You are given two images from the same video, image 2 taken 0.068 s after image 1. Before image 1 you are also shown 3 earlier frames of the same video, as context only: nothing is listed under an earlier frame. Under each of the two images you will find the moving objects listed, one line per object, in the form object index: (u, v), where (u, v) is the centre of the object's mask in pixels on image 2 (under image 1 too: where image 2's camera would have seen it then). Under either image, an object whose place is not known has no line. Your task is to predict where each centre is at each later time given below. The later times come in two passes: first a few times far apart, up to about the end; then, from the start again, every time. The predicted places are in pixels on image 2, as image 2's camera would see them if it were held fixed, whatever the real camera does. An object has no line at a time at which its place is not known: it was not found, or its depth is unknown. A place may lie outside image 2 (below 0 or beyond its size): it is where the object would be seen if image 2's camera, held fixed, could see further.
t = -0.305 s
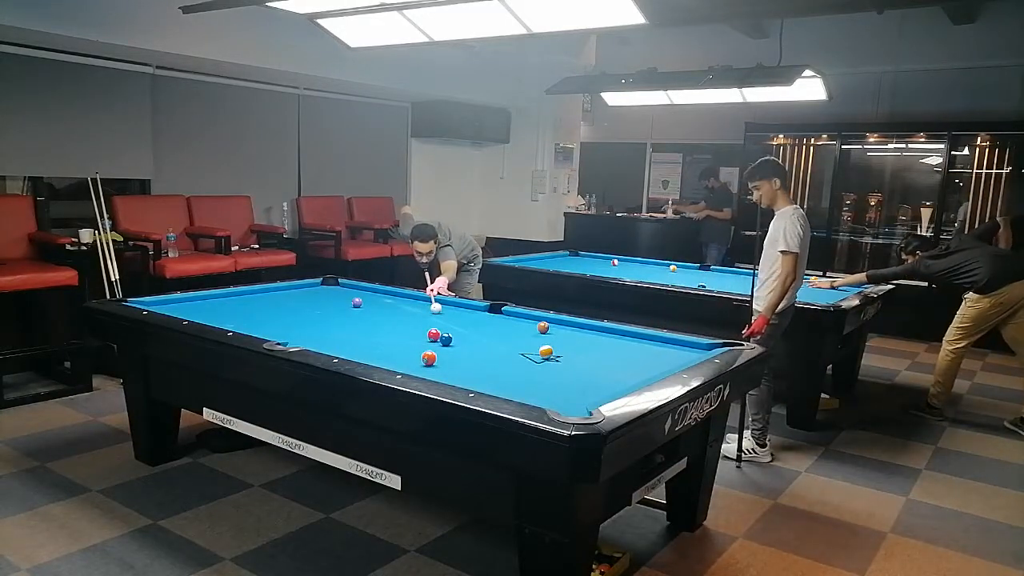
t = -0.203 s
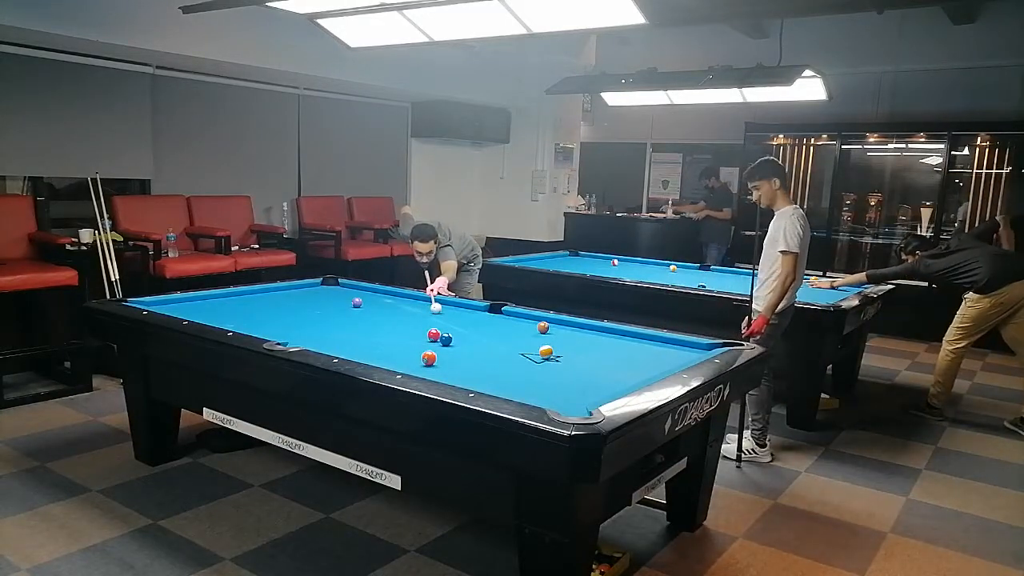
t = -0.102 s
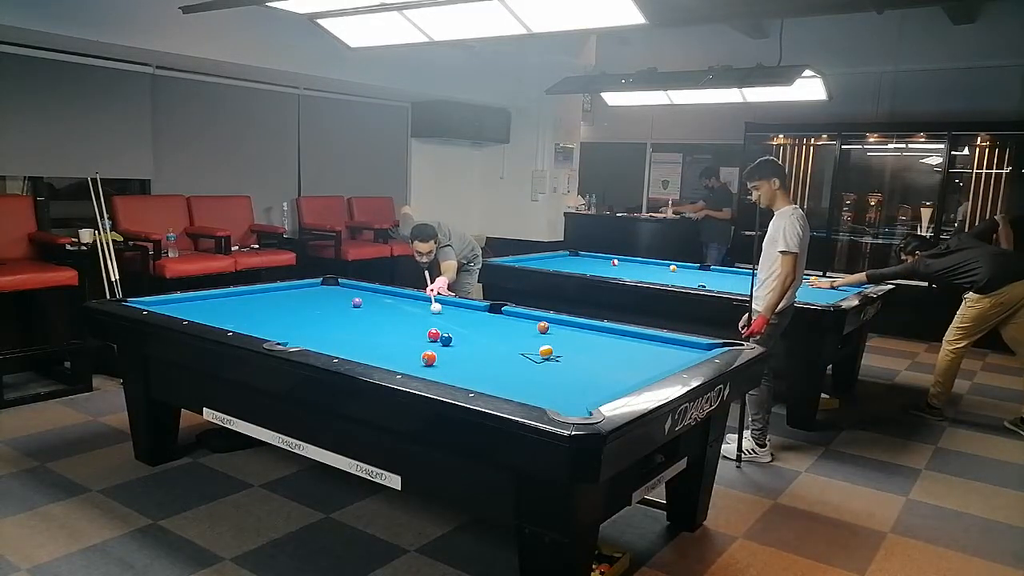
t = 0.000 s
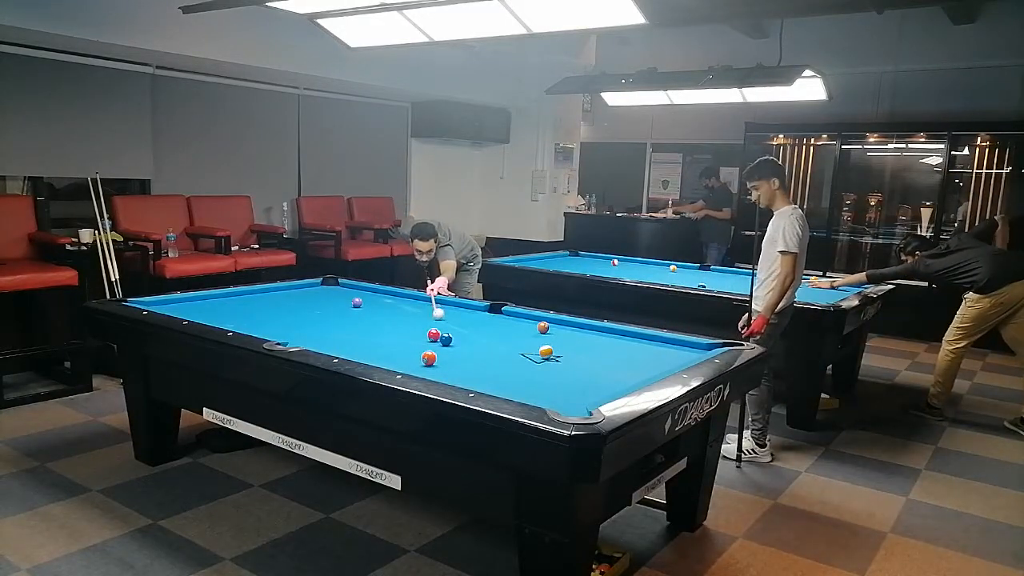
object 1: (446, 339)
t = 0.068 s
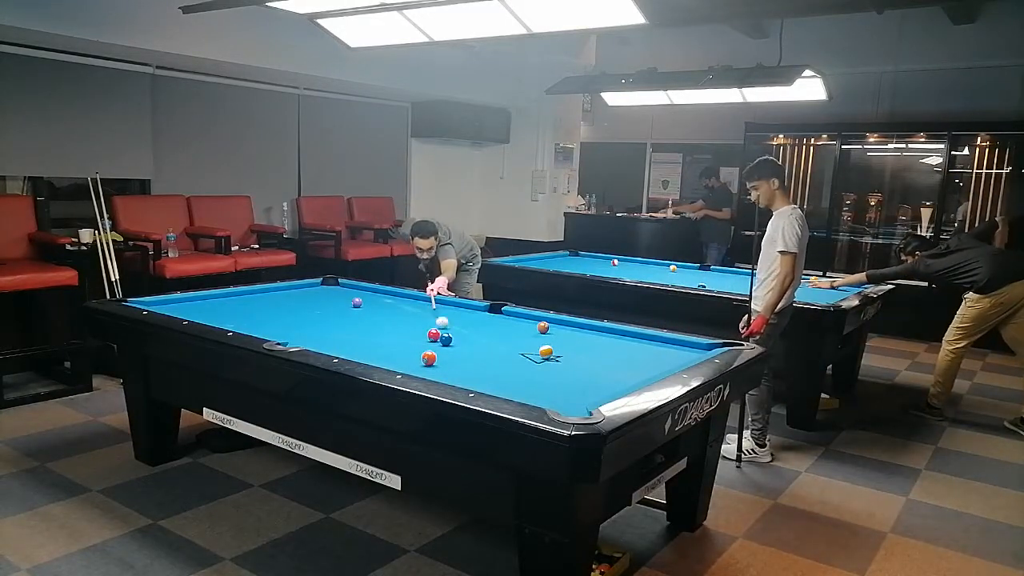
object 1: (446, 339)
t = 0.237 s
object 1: (441, 348)
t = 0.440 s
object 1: (466, 363)
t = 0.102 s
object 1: (446, 339)
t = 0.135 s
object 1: (446, 339)
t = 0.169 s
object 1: (446, 339)
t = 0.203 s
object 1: (444, 344)
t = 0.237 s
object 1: (441, 348)
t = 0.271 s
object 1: (440, 352)
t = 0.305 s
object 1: (441, 356)
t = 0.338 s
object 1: (448, 358)
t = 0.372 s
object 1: (455, 360)
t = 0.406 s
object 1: (460, 361)
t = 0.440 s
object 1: (466, 363)
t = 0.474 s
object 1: (472, 365)
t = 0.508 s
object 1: (478, 366)
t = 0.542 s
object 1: (483, 368)
